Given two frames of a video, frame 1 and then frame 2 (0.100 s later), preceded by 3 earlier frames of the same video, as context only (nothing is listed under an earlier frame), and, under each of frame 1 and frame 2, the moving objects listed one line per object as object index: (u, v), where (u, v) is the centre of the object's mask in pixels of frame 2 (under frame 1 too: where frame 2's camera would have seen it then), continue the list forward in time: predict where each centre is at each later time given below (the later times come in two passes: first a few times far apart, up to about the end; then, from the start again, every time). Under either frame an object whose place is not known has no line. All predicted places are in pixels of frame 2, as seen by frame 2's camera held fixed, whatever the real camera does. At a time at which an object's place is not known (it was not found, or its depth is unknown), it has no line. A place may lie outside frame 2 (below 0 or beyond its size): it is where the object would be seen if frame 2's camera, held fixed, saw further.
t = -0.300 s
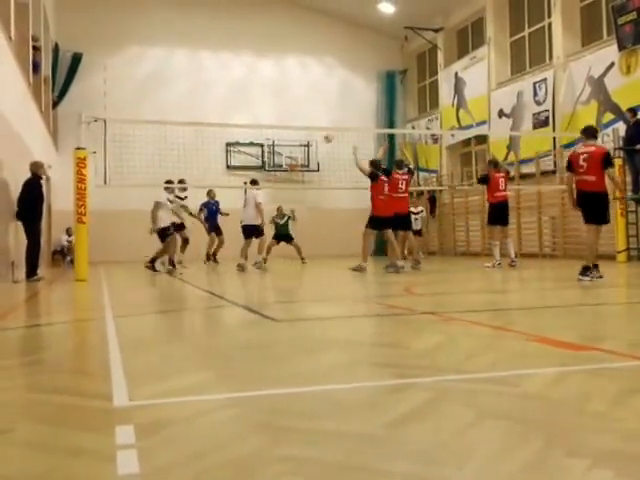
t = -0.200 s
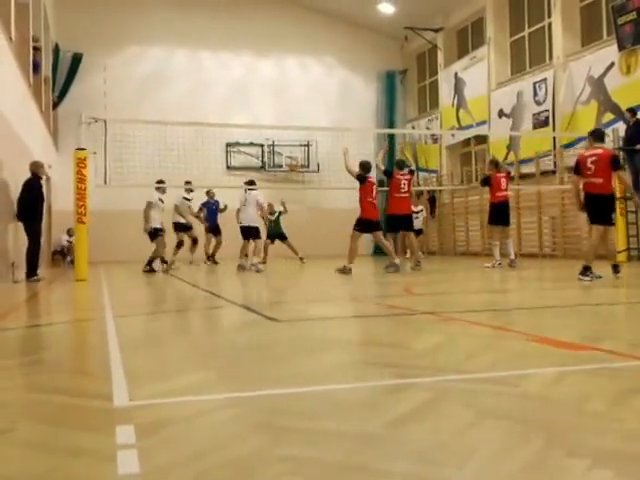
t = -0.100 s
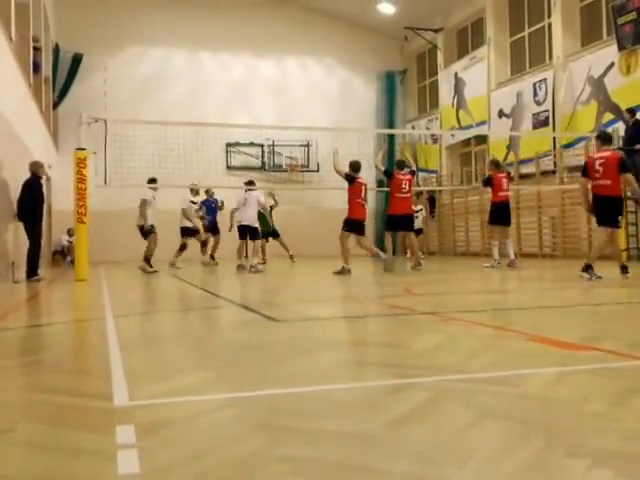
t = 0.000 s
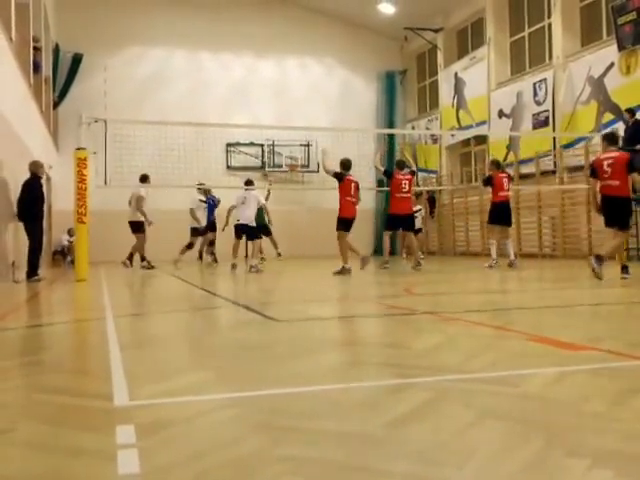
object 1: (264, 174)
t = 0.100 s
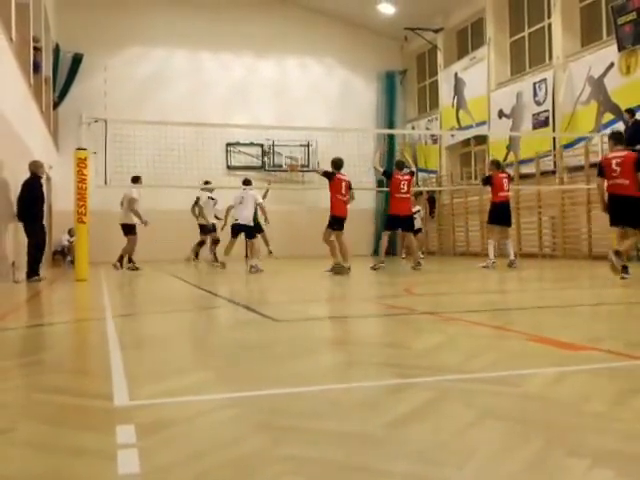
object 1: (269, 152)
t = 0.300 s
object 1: (266, 119)
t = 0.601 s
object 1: (269, 98)
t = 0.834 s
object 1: (273, 110)
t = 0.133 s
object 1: (266, 141)
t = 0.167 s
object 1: (265, 139)
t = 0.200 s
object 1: (266, 134)
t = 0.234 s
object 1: (266, 128)
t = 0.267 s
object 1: (266, 123)
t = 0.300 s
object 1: (266, 119)
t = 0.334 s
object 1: (267, 114)
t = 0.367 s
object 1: (267, 110)
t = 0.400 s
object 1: (268, 107)
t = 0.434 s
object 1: (268, 104)
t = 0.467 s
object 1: (268, 102)
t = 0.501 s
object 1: (268, 100)
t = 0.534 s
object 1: (268, 98)
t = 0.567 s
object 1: (268, 98)
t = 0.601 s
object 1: (269, 98)
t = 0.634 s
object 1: (269, 98)
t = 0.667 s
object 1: (270, 98)
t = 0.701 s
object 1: (270, 100)
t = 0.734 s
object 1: (271, 101)
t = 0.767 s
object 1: (272, 104)
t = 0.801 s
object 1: (272, 107)
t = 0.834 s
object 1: (273, 110)
